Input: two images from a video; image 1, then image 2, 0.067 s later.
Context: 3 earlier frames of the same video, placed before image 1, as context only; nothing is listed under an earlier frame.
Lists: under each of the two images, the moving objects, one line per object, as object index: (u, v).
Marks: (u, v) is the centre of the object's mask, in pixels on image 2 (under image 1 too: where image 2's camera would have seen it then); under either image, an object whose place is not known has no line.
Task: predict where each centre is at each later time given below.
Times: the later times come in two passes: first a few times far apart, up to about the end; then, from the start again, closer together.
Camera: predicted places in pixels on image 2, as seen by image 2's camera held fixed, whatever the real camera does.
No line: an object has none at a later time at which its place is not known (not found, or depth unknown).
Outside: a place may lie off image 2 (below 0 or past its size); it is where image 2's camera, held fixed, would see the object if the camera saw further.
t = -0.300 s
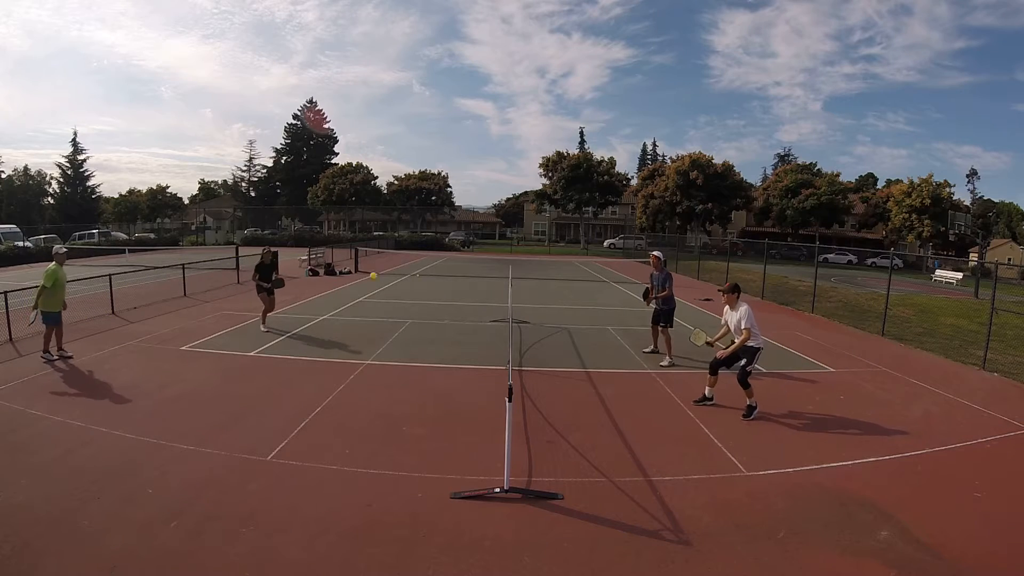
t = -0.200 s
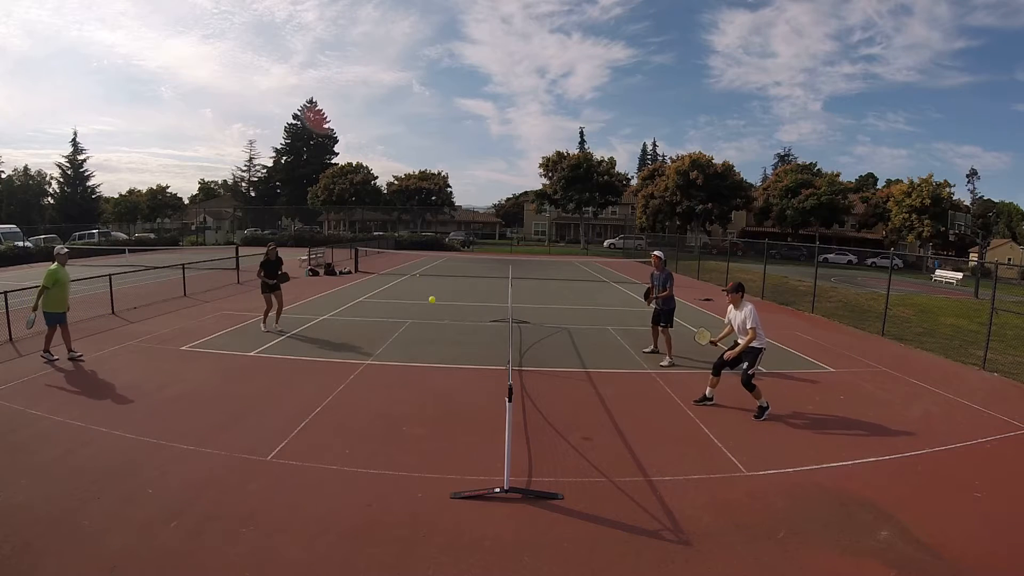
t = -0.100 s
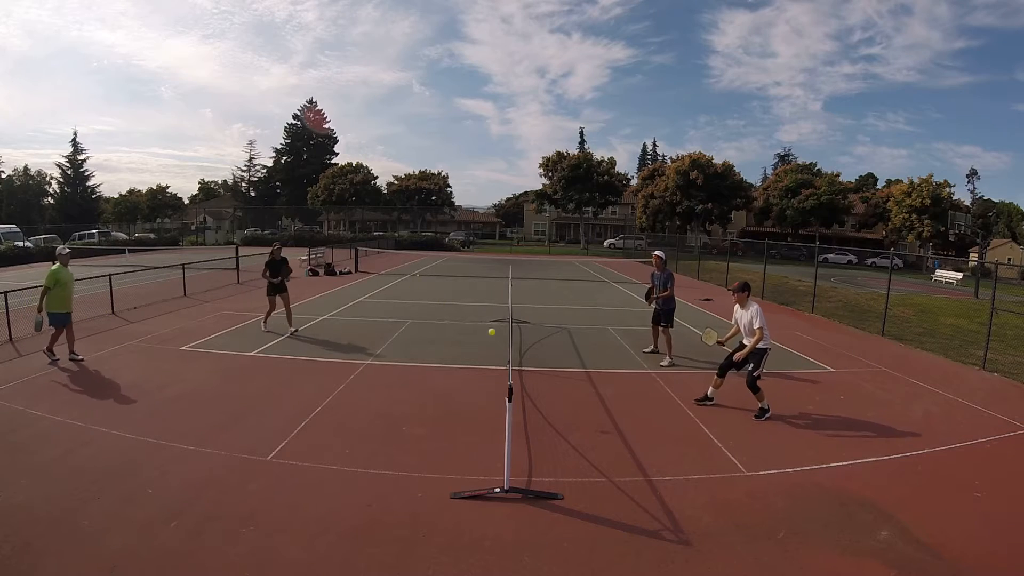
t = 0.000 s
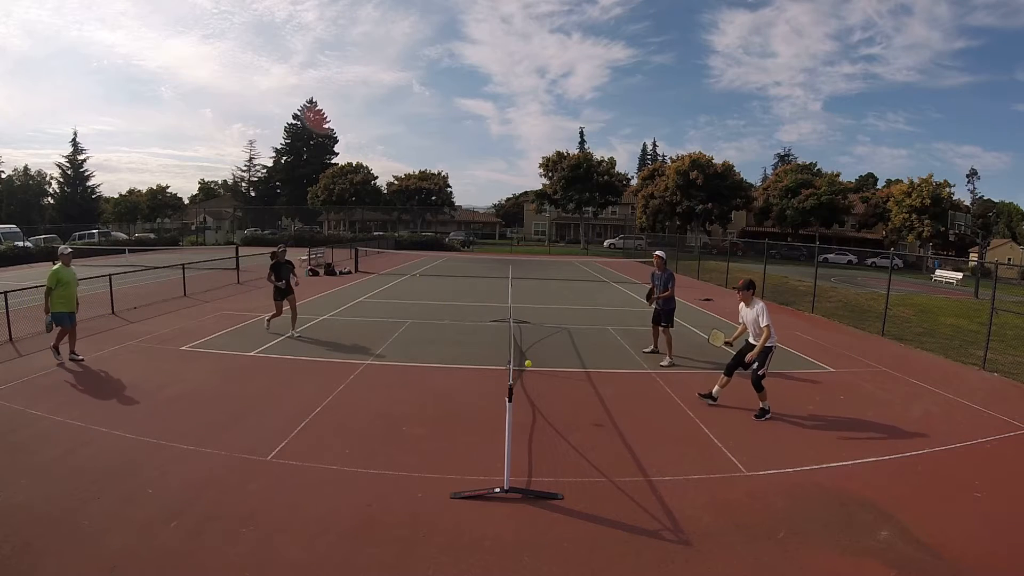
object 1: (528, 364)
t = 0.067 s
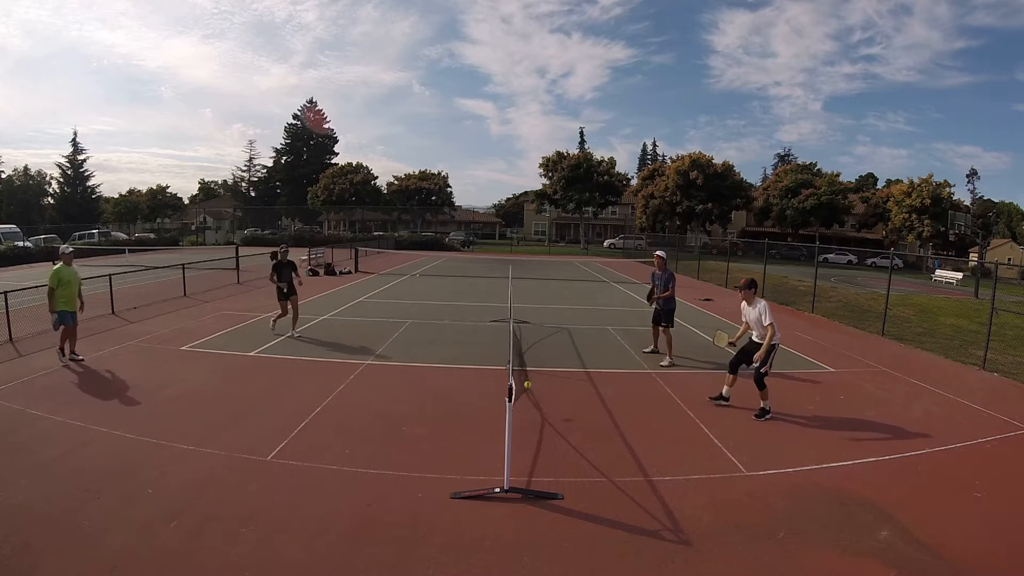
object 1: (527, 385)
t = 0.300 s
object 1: (495, 400)
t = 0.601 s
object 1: (461, 398)
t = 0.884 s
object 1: (432, 397)
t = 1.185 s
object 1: (402, 394)
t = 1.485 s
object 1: (374, 391)
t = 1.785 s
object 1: (350, 387)
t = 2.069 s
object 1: (330, 384)
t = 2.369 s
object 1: (311, 381)
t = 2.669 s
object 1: (295, 377)
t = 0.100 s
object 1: (523, 394)
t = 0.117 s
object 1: (519, 396)
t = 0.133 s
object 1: (516, 397)
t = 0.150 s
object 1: (514, 398)
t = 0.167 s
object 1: (513, 399)
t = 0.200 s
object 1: (505, 402)
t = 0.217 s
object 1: (504, 404)
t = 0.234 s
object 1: (503, 405)
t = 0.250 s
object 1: (502, 406)
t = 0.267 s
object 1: (500, 404)
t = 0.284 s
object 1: (497, 402)
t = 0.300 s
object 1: (495, 400)
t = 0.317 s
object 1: (493, 399)
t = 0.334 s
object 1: (491, 397)
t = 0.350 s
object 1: (489, 397)
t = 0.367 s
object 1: (487, 396)
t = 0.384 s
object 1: (485, 395)
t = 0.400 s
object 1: (483, 395)
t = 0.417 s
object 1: (481, 395)
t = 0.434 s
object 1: (479, 395)
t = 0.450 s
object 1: (477, 396)
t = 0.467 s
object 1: (475, 397)
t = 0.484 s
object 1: (474, 398)
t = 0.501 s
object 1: (472, 399)
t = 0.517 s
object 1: (470, 401)
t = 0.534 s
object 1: (469, 402)
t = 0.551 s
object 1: (467, 402)
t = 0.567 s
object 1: (465, 401)
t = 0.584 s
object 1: (463, 400)
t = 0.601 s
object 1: (461, 398)
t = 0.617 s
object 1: (459, 397)
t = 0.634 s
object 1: (457, 396)
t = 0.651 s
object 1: (456, 397)
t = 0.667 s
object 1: (455, 398)
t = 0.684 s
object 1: (454, 399)
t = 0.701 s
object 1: (451, 398)
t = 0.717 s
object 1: (450, 399)
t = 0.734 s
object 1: (448, 399)
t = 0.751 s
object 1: (445, 400)
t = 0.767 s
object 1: (443, 400)
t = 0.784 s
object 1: (442, 399)
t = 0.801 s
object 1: (440, 399)
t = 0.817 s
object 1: (439, 398)
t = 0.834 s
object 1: (438, 398)
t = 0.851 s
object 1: (436, 398)
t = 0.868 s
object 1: (434, 398)
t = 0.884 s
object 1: (432, 397)
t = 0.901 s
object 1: (431, 397)
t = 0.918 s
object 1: (429, 397)
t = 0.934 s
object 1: (427, 398)
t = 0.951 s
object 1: (424, 398)
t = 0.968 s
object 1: (423, 397)
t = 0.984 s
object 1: (422, 396)
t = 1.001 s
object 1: (420, 396)
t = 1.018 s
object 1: (419, 396)
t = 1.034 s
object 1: (417, 396)
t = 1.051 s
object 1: (416, 396)
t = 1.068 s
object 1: (413, 396)
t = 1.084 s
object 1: (412, 396)
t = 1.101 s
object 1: (410, 396)
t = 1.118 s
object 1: (409, 396)
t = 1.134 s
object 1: (407, 395)
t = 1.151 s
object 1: (405, 395)
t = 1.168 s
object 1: (404, 394)
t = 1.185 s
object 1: (402, 394)
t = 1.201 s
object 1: (400, 395)
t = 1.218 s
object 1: (398, 394)
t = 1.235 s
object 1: (397, 394)
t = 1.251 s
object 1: (395, 393)
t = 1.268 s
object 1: (394, 393)
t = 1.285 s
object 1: (392, 393)
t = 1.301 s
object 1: (391, 393)
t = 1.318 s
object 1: (389, 393)
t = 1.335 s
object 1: (388, 393)
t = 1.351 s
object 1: (386, 393)
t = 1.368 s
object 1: (384, 392)
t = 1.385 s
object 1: (383, 392)
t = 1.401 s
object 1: (382, 392)
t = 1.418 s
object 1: (380, 392)
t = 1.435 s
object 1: (379, 391)
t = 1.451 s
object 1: (377, 391)
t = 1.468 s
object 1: (376, 391)
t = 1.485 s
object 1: (374, 391)
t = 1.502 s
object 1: (373, 390)
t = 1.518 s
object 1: (372, 390)
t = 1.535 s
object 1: (370, 390)
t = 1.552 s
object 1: (369, 390)
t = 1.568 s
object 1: (367, 390)
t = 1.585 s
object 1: (366, 389)
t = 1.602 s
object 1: (365, 389)
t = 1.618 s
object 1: (363, 389)
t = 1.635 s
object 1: (362, 389)
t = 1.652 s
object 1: (360, 389)
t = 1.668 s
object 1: (359, 388)
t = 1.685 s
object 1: (358, 388)
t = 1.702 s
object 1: (357, 388)
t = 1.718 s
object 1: (355, 388)
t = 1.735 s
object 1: (353, 388)
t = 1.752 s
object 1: (352, 387)
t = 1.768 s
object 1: (351, 387)
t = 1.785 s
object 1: (350, 387)
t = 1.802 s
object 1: (349, 387)
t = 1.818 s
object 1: (347, 387)
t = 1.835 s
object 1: (346, 386)
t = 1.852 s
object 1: (345, 386)
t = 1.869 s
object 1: (344, 386)
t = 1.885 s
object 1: (343, 386)
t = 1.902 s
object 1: (342, 386)
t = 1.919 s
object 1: (340, 386)
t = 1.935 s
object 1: (339, 385)
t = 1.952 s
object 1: (338, 385)
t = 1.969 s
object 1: (337, 385)
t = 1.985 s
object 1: (336, 385)
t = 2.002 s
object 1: (335, 384)
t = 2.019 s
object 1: (334, 384)
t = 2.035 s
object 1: (333, 384)
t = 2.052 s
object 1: (331, 384)
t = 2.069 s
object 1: (330, 384)
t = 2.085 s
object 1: (329, 384)
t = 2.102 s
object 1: (328, 383)
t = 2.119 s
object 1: (327, 383)
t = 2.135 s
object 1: (326, 383)
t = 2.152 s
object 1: (325, 382)
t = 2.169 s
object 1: (323, 382)
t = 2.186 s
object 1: (322, 382)
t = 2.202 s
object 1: (321, 382)
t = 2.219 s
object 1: (320, 382)
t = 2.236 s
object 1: (319, 382)
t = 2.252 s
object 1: (318, 382)
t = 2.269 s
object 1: (317, 382)
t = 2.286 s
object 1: (316, 381)
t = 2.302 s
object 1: (315, 381)
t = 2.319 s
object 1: (314, 381)
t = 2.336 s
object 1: (313, 381)
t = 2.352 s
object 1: (312, 381)
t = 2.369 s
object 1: (311, 381)
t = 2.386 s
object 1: (310, 381)
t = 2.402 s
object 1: (309, 380)
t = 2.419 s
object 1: (308, 380)
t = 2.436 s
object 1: (307, 380)
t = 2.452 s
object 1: (306, 380)
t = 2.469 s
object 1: (305, 380)
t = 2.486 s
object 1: (304, 379)
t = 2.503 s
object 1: (304, 379)
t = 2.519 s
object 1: (303, 379)
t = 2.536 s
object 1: (302, 379)
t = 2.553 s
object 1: (301, 379)
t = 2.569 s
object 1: (300, 378)
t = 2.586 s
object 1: (300, 379)
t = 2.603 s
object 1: (298, 378)
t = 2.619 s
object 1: (297, 378)
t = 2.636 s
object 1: (296, 378)
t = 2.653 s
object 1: (295, 378)
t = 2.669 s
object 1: (295, 377)
